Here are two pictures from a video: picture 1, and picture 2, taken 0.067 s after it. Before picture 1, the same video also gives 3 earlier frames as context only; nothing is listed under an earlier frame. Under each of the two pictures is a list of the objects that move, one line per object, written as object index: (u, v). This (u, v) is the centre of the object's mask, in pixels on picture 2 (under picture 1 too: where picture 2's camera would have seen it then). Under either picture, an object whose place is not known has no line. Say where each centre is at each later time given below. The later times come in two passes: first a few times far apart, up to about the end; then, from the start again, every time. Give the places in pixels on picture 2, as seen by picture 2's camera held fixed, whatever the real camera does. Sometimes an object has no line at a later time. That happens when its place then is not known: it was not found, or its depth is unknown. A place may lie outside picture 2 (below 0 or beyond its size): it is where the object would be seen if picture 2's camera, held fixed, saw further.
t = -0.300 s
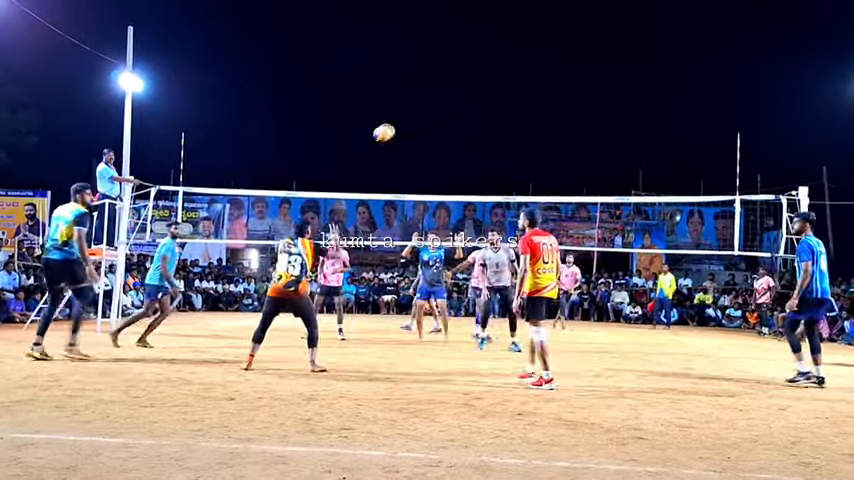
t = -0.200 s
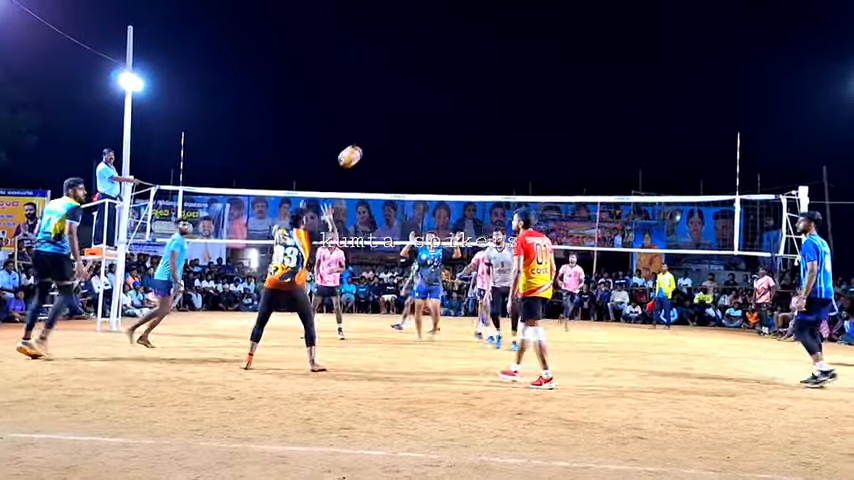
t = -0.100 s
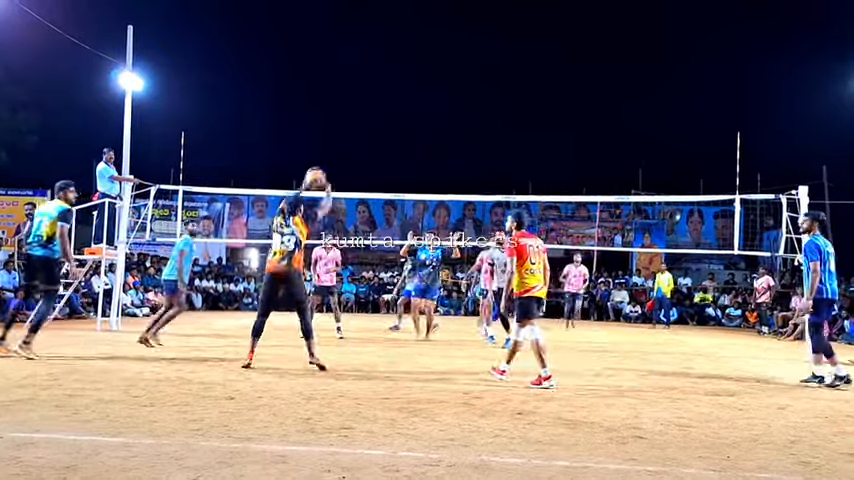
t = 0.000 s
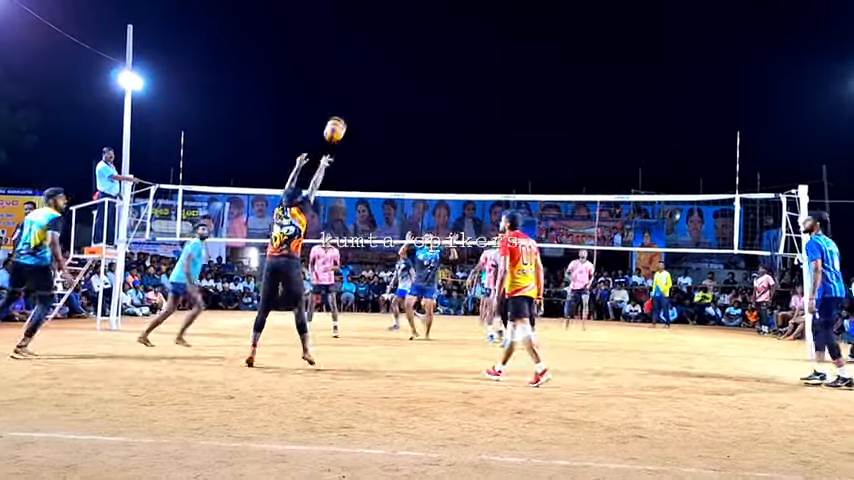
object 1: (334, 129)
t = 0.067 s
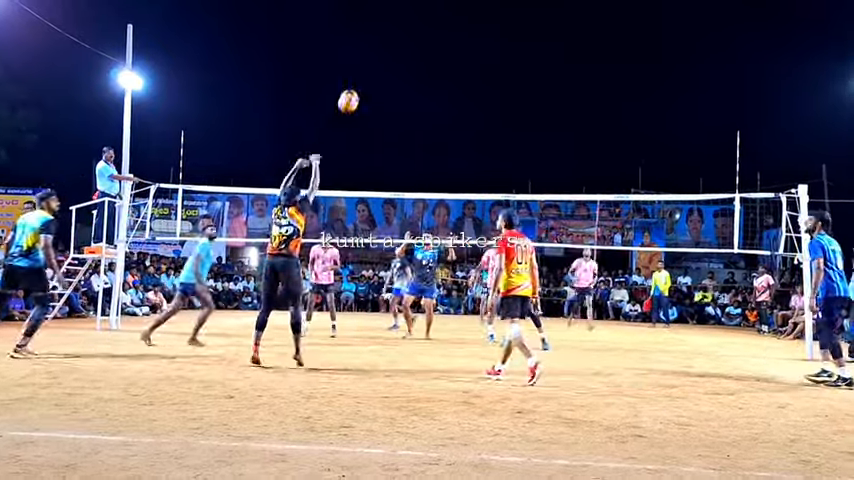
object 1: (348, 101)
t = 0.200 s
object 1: (373, 58)
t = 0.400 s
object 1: (407, 22)
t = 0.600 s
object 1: (437, 19)
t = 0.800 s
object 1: (463, 44)
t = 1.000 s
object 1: (485, 94)
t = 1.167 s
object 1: (503, 153)
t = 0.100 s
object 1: (354, 89)
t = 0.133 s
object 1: (361, 78)
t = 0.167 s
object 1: (367, 67)
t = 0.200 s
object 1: (373, 58)
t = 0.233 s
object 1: (379, 50)
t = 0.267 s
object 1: (385, 42)
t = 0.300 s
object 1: (390, 36)
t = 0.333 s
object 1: (396, 30)
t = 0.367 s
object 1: (402, 25)
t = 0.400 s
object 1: (407, 22)
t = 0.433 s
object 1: (412, 20)
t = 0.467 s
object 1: (418, 18)
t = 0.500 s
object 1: (422, 17)
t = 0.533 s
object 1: (427, 17)
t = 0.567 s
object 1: (433, 18)
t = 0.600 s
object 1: (437, 19)
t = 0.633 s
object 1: (441, 21)
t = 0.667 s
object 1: (446, 25)
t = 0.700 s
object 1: (450, 28)
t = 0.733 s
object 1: (455, 33)
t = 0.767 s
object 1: (459, 39)
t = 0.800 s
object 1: (463, 44)
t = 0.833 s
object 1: (467, 51)
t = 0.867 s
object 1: (471, 59)
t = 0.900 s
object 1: (474, 66)
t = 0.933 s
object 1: (478, 75)
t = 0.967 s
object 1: (482, 84)
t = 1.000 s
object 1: (485, 94)
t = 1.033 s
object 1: (489, 105)
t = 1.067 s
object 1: (492, 116)
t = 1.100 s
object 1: (496, 128)
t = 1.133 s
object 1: (499, 141)
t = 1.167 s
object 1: (503, 153)
